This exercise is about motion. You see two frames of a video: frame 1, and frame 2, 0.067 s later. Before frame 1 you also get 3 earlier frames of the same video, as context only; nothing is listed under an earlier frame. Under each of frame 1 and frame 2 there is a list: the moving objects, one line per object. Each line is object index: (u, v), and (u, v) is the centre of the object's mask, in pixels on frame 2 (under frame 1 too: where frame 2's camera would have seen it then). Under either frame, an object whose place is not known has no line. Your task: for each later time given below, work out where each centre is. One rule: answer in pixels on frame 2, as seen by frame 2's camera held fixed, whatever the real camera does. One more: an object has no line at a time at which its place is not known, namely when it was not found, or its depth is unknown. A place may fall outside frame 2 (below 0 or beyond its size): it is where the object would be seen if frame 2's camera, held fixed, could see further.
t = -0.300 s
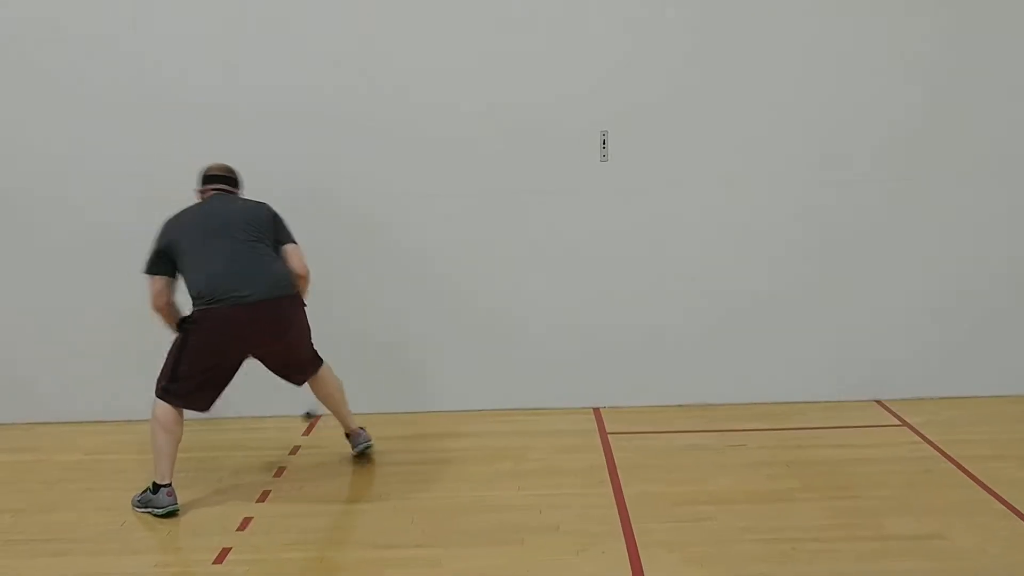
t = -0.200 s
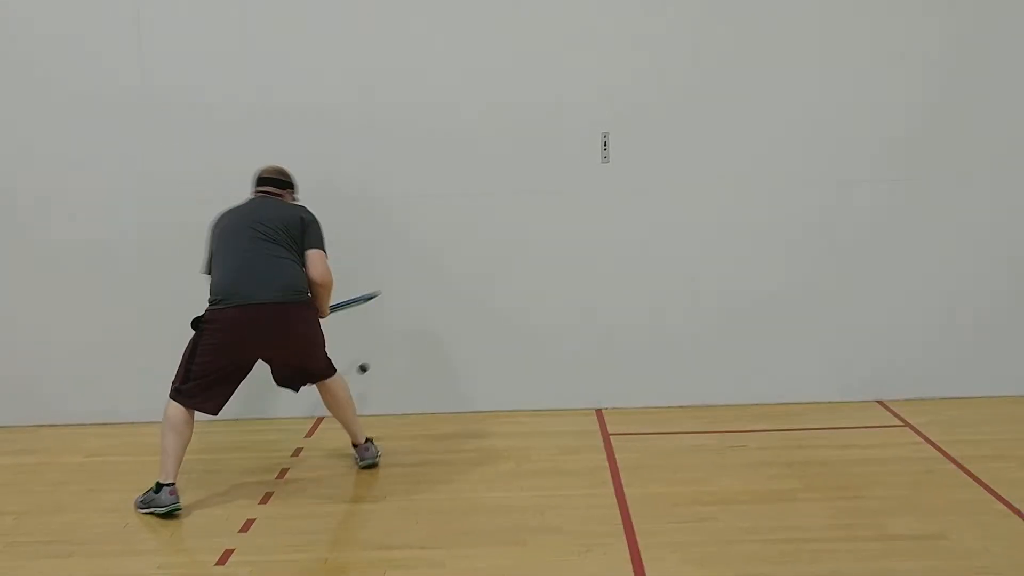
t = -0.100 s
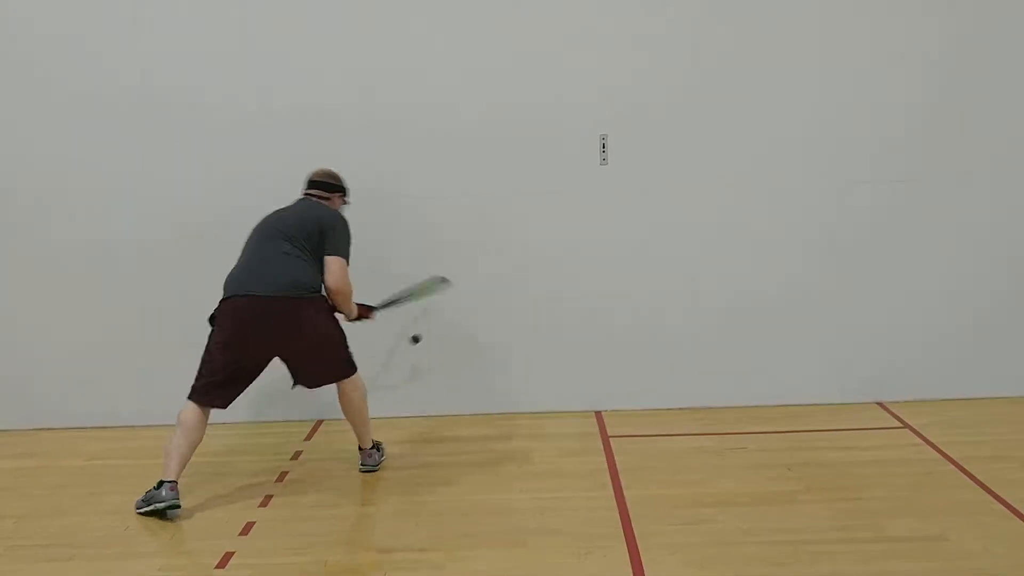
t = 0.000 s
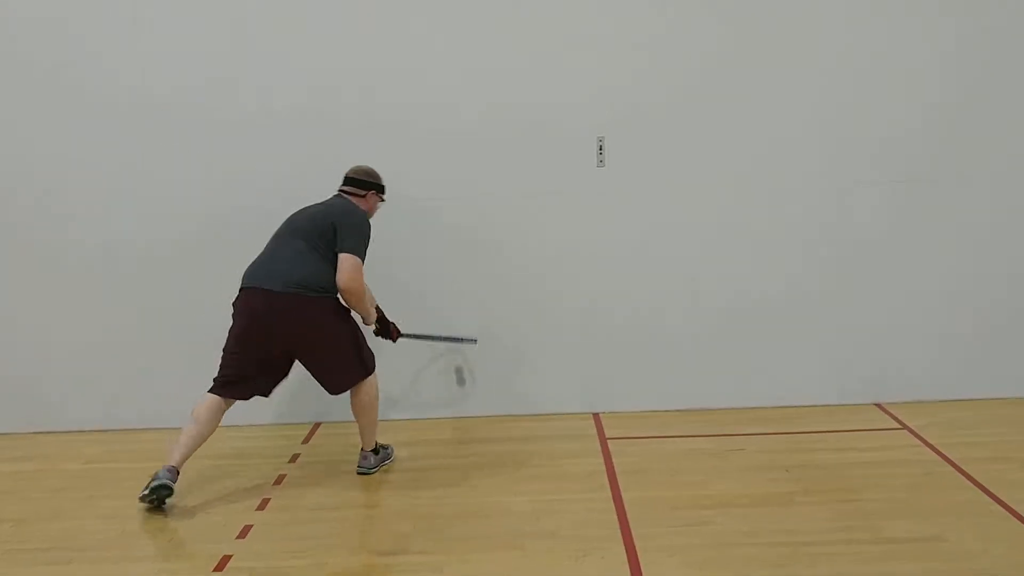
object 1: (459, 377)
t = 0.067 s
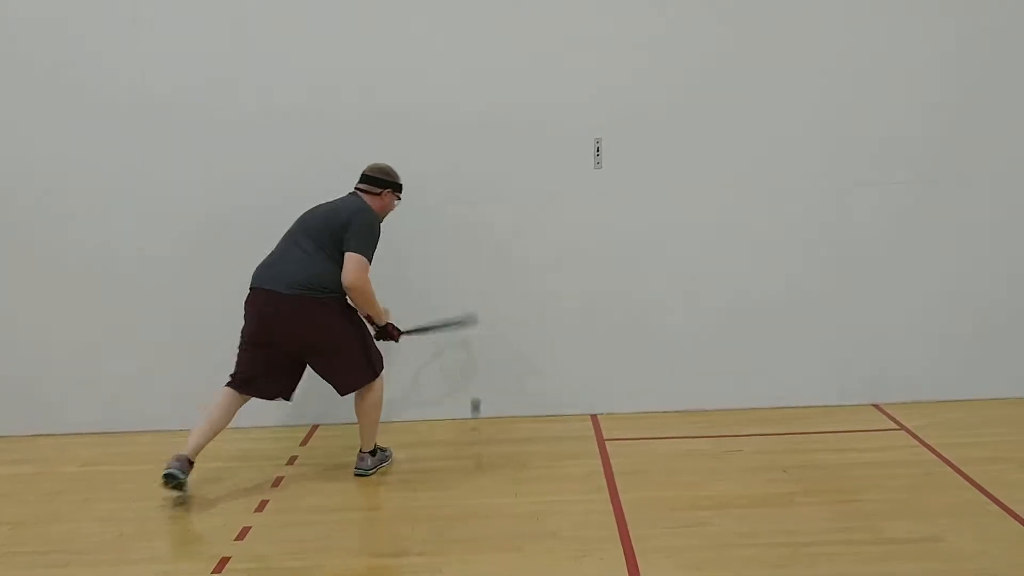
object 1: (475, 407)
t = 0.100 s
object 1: (478, 375)
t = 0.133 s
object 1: (481, 344)
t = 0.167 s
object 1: (485, 316)
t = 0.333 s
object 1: (509, 195)
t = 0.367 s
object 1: (514, 176)
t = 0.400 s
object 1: (518, 160)
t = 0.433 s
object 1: (523, 146)
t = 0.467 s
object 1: (527, 133)
